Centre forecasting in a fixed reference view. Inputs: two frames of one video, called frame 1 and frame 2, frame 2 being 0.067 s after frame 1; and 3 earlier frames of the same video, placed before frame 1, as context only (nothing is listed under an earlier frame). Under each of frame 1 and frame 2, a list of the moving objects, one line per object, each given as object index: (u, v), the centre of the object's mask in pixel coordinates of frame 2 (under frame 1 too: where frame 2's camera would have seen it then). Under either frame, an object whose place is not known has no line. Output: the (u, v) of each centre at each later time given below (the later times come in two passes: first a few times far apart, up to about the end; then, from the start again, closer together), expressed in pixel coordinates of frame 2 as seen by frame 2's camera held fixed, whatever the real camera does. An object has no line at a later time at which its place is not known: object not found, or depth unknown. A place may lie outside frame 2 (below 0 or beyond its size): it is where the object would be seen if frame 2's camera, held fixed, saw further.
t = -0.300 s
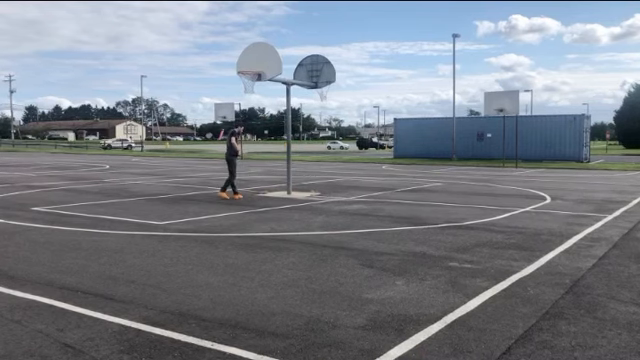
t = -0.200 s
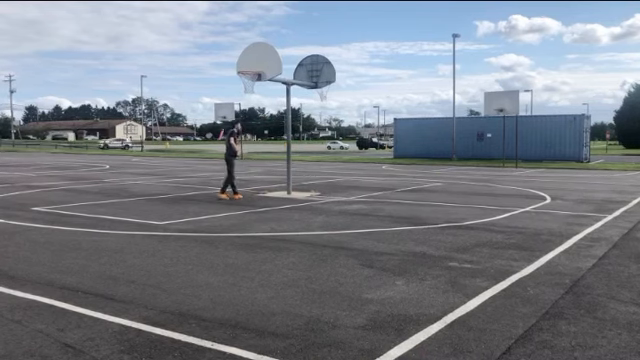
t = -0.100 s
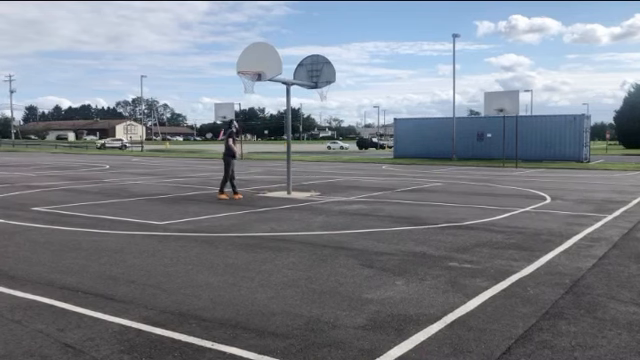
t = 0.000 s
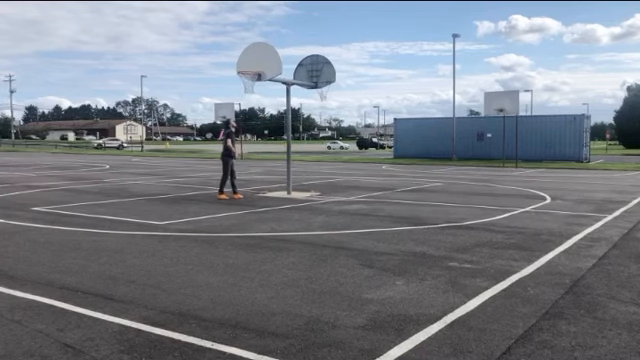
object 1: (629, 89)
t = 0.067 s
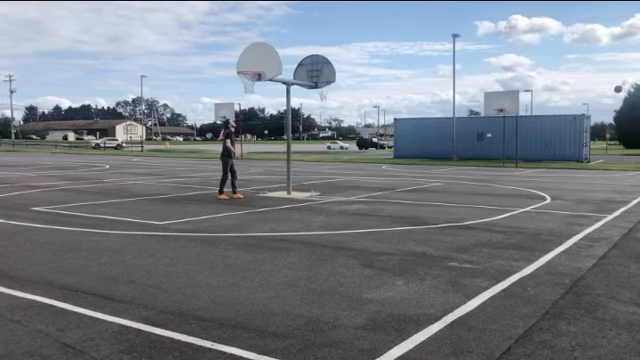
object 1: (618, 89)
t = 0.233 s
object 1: (587, 96)
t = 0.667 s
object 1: (500, 158)
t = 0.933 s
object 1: (456, 157)
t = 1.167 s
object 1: (426, 127)
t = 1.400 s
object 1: (395, 116)
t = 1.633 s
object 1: (363, 126)
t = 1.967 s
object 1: (316, 183)
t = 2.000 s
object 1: (313, 191)
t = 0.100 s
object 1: (611, 90)
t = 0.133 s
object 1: (605, 91)
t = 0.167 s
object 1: (599, 92)
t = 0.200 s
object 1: (593, 94)
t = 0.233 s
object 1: (587, 96)
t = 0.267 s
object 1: (580, 98)
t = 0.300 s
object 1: (574, 101)
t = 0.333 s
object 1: (567, 104)
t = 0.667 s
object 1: (500, 158)
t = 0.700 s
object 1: (491, 165)
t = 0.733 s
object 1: (484, 174)
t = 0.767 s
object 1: (477, 182)
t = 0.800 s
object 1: (471, 184)
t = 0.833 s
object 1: (467, 177)
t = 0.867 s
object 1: (463, 171)
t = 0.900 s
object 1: (459, 164)
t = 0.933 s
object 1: (456, 157)
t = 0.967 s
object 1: (452, 153)
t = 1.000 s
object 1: (447, 148)
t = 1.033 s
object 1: (443, 142)
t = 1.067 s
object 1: (439, 138)
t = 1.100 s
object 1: (434, 133)
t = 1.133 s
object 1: (430, 131)
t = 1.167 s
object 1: (426, 127)
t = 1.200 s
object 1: (421, 124)
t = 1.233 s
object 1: (417, 123)
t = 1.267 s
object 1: (412, 120)
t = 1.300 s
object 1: (408, 118)
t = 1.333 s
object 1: (404, 116)
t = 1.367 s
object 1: (399, 117)
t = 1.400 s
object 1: (395, 116)
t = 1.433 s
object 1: (390, 116)
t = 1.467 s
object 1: (386, 116)
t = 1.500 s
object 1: (381, 118)
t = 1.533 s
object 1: (377, 119)
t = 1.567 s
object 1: (372, 121)
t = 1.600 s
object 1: (368, 123)
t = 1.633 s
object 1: (363, 126)
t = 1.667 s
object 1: (362, 132)
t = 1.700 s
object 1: (358, 132)
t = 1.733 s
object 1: (349, 138)
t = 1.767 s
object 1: (344, 143)
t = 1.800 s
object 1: (340, 148)
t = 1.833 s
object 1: (336, 155)
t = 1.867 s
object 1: (331, 160)
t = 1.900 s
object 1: (326, 167)
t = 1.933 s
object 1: (321, 175)
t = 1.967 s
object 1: (316, 183)
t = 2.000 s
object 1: (313, 191)
